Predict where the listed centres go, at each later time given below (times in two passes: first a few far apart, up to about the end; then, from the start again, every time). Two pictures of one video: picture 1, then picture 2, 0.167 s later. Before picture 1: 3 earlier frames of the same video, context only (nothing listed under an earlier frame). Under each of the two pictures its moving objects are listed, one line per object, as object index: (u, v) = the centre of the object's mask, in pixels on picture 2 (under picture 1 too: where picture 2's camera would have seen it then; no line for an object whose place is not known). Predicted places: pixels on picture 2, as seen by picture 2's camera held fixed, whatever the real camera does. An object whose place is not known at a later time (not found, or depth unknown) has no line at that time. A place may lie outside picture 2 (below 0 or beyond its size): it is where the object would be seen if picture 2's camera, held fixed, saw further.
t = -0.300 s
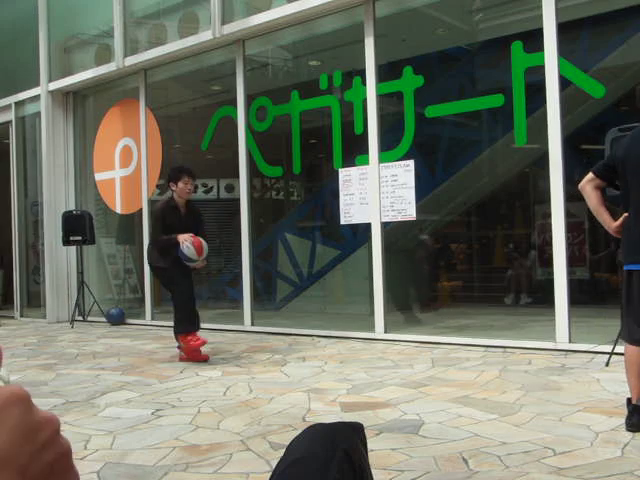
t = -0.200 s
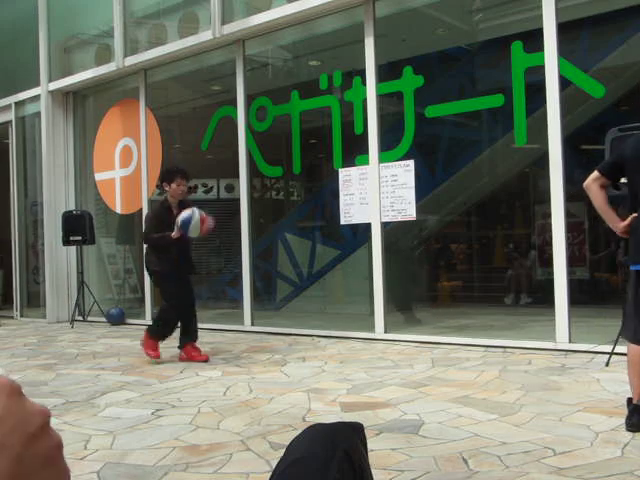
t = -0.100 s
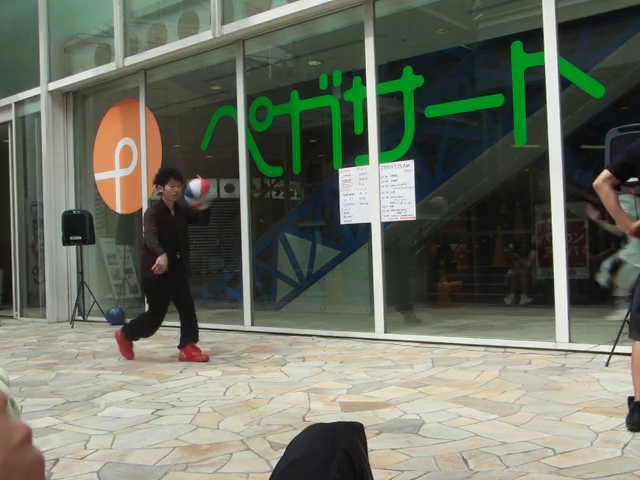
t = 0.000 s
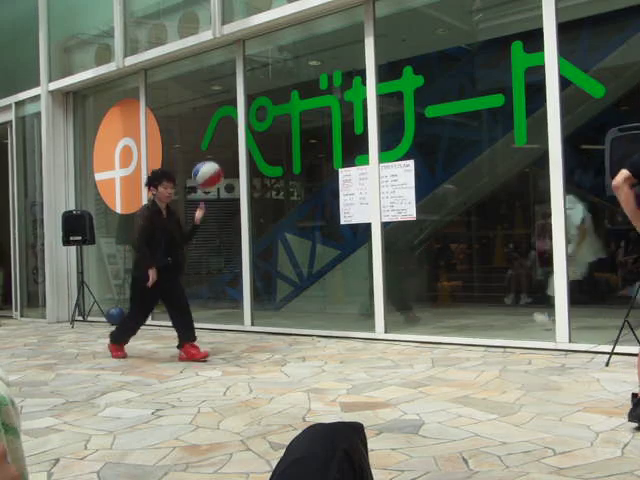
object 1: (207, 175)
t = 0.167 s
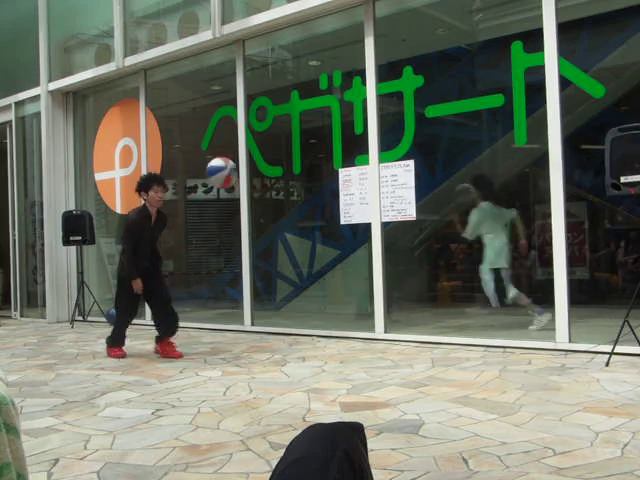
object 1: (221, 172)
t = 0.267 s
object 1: (230, 188)
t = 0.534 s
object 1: (260, 300)
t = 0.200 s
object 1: (224, 176)
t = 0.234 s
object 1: (227, 182)
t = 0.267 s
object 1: (230, 188)
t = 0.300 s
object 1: (234, 196)
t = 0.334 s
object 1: (237, 206)
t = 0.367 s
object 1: (241, 217)
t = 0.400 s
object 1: (244, 230)
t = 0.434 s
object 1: (248, 245)
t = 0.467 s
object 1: (252, 262)
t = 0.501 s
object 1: (257, 280)
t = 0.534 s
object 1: (260, 300)
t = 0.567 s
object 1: (266, 320)
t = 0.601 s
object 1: (269, 344)
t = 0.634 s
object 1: (272, 364)
